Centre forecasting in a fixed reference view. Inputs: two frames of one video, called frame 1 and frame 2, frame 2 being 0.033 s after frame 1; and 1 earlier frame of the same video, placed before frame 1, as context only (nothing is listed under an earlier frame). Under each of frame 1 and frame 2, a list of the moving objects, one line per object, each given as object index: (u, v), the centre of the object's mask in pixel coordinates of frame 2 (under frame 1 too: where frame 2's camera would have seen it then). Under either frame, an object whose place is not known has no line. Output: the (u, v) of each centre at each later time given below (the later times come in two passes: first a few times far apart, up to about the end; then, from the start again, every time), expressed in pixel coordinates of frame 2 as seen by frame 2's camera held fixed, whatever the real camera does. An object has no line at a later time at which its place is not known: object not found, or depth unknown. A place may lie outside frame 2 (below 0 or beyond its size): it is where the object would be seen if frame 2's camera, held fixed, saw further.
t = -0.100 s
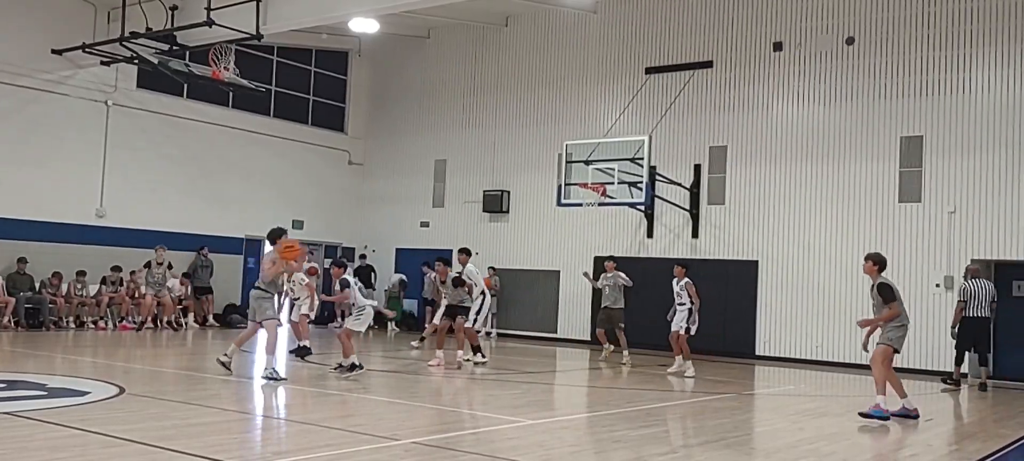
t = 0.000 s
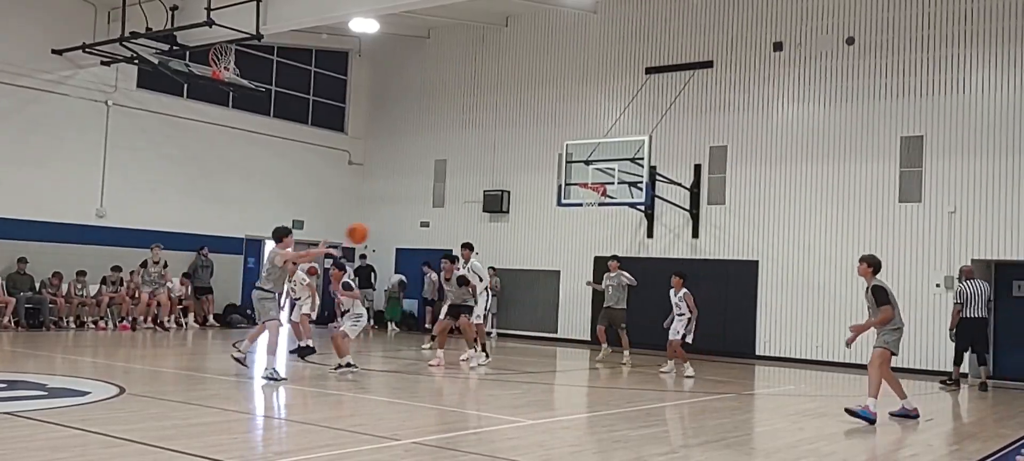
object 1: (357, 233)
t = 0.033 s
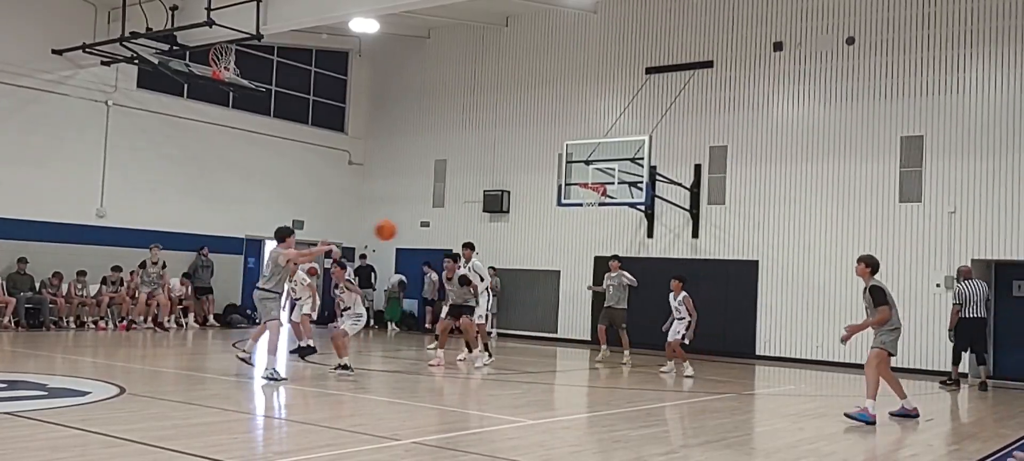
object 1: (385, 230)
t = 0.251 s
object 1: (571, 231)
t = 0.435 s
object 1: (730, 267)
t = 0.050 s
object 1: (400, 229)
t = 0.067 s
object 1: (414, 228)
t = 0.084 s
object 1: (428, 226)
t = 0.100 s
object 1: (442, 226)
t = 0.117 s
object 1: (456, 225)
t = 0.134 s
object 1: (471, 225)
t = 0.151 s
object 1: (485, 225)
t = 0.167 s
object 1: (500, 225)
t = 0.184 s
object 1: (513, 225)
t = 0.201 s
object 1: (528, 227)
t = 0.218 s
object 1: (543, 227)
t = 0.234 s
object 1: (557, 229)
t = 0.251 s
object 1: (571, 231)
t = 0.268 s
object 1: (585, 232)
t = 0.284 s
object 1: (599, 234)
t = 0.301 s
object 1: (613, 237)
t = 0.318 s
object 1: (628, 240)
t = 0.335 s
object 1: (642, 242)
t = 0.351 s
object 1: (657, 246)
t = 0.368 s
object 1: (672, 250)
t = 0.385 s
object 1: (686, 254)
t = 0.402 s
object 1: (701, 258)
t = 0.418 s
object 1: (716, 262)
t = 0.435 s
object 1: (730, 267)
